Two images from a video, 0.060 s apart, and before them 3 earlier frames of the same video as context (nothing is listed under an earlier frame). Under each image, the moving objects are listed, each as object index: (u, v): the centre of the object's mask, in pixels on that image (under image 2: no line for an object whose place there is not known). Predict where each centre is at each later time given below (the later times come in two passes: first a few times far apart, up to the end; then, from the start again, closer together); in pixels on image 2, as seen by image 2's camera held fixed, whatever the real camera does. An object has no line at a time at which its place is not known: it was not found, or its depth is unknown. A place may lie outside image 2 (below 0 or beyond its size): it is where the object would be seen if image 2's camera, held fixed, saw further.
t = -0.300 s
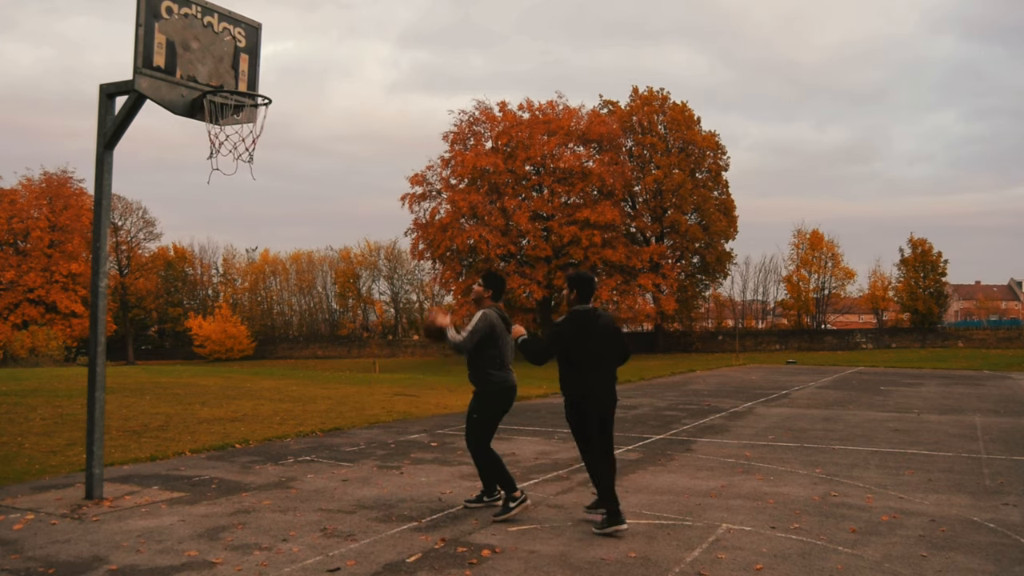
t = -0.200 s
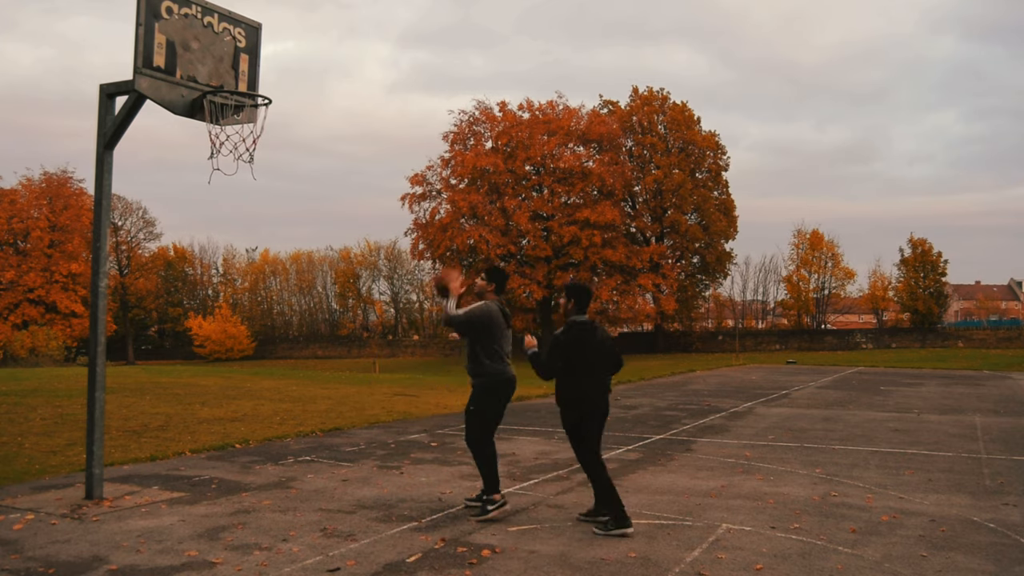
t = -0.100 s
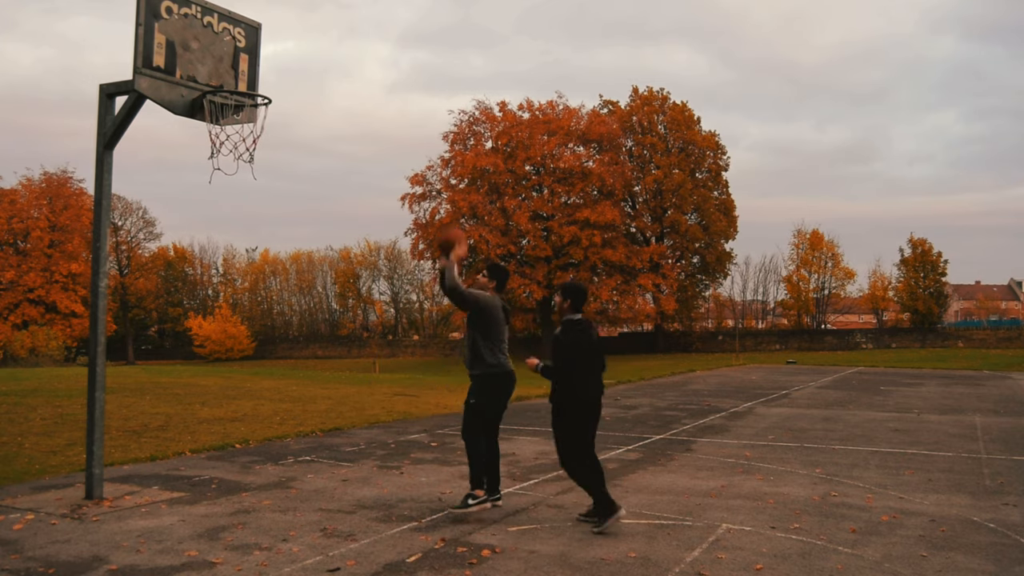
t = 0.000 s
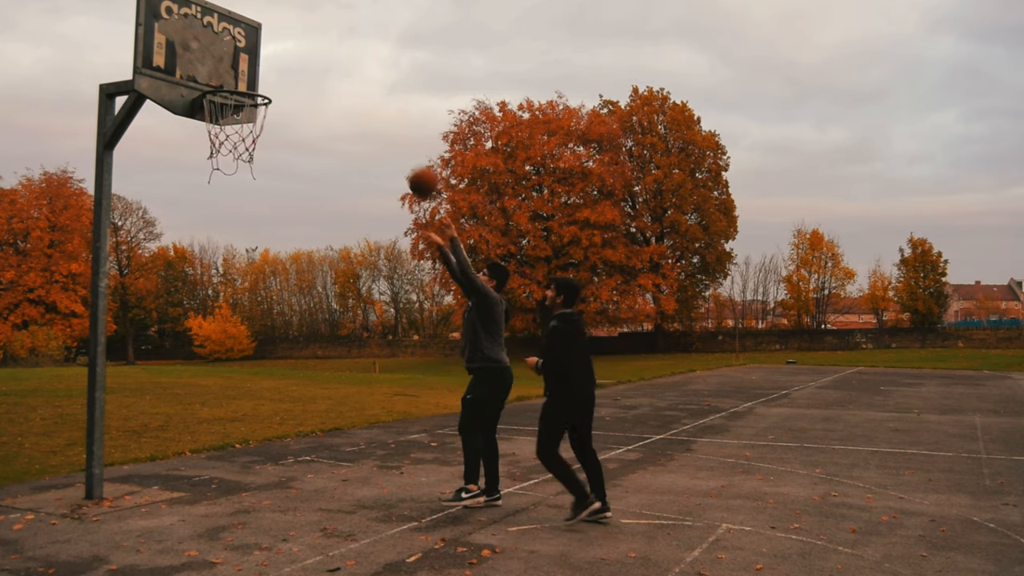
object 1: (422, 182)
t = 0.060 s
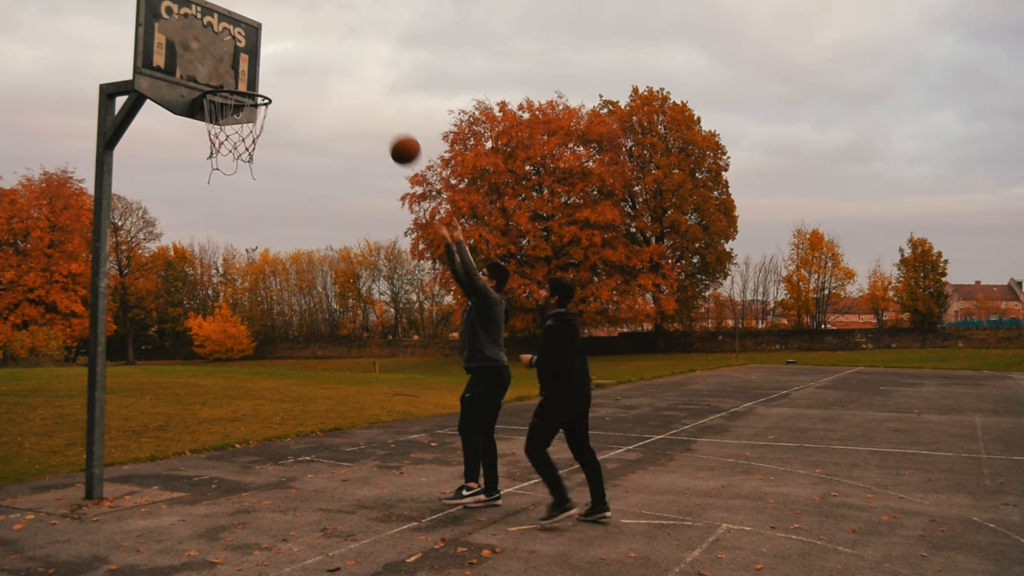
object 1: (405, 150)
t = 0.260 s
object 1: (341, 75)
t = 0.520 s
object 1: (251, 49)
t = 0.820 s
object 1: (166, 93)
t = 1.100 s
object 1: (153, 203)
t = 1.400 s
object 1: (133, 486)
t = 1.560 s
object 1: (130, 449)
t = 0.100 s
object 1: (392, 131)
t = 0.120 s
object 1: (386, 122)
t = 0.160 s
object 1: (373, 106)
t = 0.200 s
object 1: (361, 92)
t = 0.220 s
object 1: (354, 86)
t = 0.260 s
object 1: (341, 75)
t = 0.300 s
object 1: (328, 65)
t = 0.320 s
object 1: (321, 61)
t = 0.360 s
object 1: (308, 55)
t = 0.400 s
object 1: (294, 51)
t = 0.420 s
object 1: (287, 49)
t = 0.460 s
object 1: (273, 48)
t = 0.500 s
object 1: (259, 48)
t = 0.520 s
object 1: (251, 49)
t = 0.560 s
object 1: (237, 53)
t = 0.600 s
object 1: (223, 59)
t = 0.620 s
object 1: (216, 63)
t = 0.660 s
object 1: (200, 72)
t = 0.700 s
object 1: (186, 79)
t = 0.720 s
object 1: (178, 81)
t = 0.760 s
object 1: (167, 87)
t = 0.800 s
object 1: (167, 90)
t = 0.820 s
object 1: (166, 93)
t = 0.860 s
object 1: (165, 100)
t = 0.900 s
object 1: (164, 111)
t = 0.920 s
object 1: (163, 117)
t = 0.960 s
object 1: (161, 132)
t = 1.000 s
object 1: (159, 148)
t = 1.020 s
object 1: (158, 158)
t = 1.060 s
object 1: (156, 179)
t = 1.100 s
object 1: (153, 203)
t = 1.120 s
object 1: (152, 216)
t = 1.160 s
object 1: (149, 246)
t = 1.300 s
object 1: (140, 372)
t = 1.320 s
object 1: (139, 392)
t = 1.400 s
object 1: (133, 486)
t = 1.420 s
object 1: (131, 512)
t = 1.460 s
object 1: (130, 538)
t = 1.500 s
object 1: (130, 502)
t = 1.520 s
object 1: (130, 483)
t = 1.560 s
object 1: (130, 449)
